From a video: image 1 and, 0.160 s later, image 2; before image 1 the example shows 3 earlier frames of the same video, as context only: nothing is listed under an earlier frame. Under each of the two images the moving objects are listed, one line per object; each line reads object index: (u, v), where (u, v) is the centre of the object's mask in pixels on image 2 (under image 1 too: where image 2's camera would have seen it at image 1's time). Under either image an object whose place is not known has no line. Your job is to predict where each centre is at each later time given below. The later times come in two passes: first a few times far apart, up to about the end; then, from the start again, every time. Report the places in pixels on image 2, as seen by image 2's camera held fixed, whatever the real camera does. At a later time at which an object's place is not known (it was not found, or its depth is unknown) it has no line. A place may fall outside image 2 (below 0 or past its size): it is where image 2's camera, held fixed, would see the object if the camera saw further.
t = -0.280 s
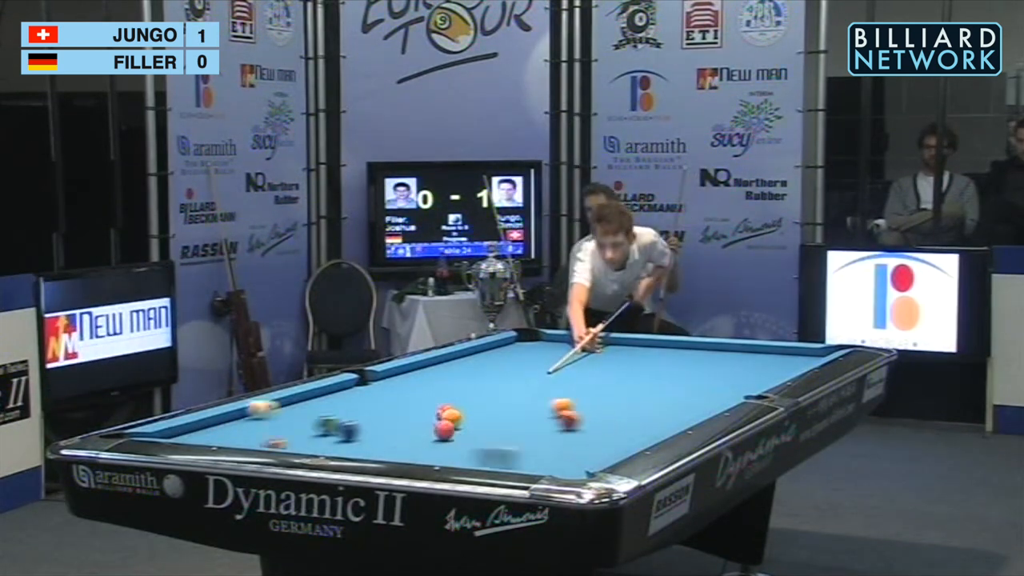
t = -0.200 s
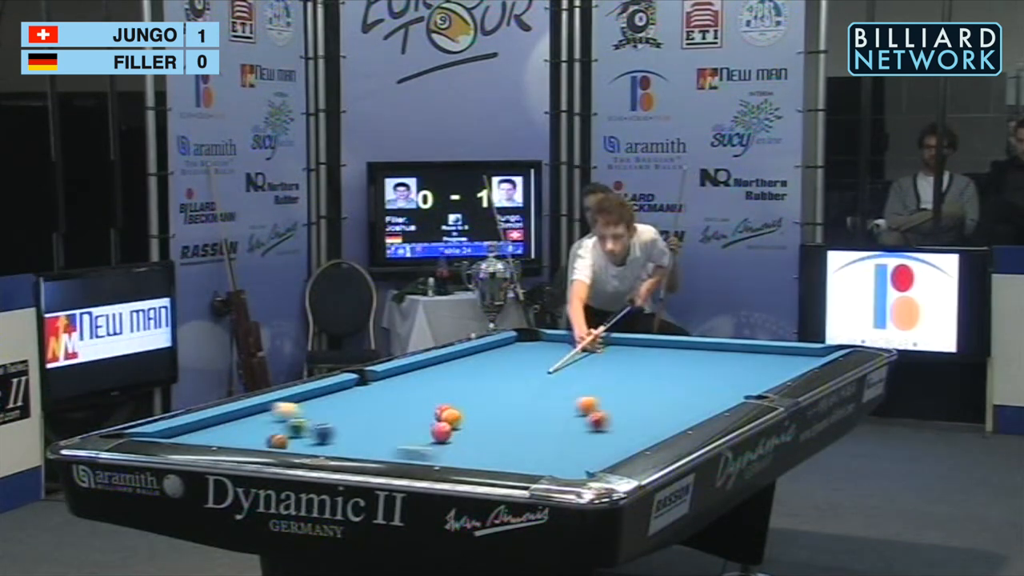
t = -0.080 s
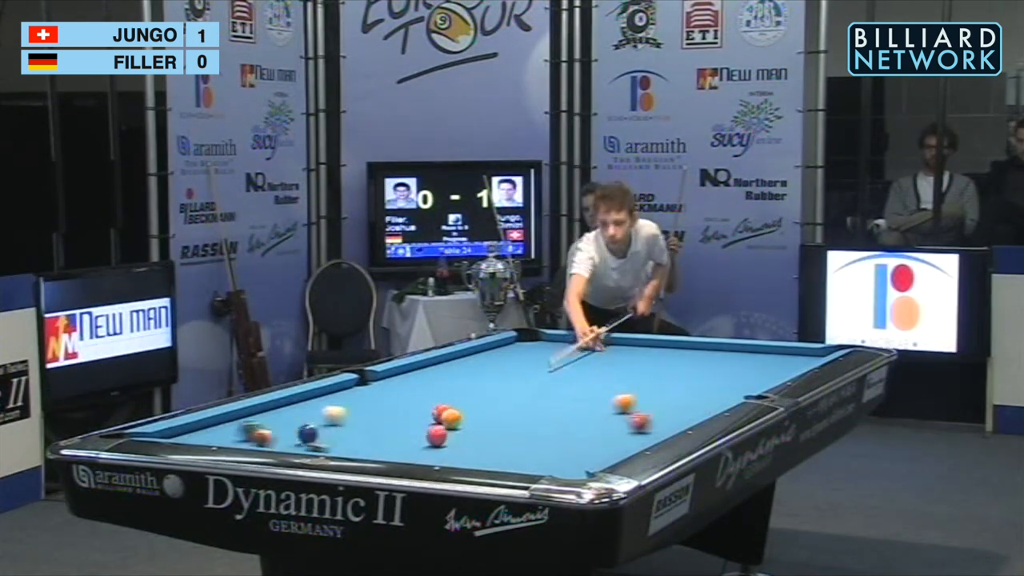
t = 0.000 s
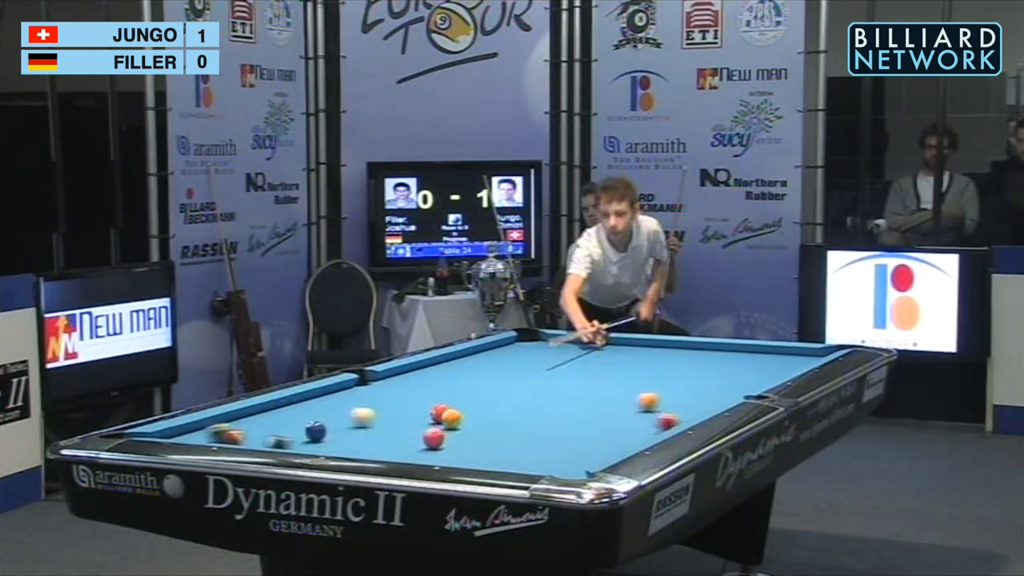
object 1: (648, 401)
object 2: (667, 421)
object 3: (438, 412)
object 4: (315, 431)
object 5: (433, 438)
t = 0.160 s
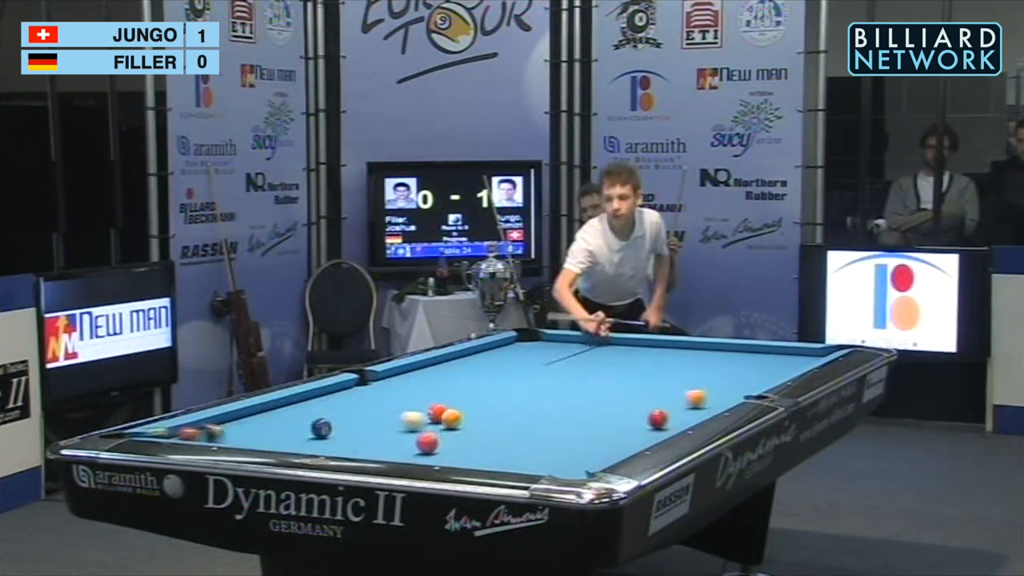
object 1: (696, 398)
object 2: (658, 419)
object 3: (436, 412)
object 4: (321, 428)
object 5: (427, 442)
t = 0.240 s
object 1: (718, 396)
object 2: (646, 416)
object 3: (436, 408)
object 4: (323, 426)
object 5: (424, 445)
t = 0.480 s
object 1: (728, 390)
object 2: (614, 409)
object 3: (433, 412)
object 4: (328, 422)
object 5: (415, 451)
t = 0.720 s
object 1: (716, 382)
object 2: (585, 403)
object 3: (432, 412)
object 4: (397, 418)
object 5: (406, 455)
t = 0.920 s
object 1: (707, 377)
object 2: (562, 397)
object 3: (449, 406)
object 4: (429, 415)
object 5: (409, 455)
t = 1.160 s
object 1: (696, 370)
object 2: (537, 392)
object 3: (476, 404)
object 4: (458, 412)
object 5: (422, 454)
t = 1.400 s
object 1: (688, 365)
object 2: (514, 386)
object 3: (501, 400)
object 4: (478, 417)
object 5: (433, 453)
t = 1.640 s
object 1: (679, 359)
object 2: (491, 382)
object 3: (525, 396)
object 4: (501, 416)
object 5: (443, 452)
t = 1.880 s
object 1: (671, 354)
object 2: (472, 377)
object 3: (546, 393)
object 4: (523, 417)
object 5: (453, 450)
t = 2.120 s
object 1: (664, 350)
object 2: (453, 373)
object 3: (567, 389)
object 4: (543, 417)
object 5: (461, 449)
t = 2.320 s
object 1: (659, 347)
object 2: (439, 370)
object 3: (581, 387)
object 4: (558, 417)
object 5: (466, 447)
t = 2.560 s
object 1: (653, 343)
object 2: (424, 367)
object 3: (599, 384)
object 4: (575, 417)
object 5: (472, 445)
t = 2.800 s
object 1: (645, 341)
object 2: (426, 365)
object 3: (615, 381)
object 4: (591, 418)
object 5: (477, 445)
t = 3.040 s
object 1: (628, 341)
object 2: (440, 364)
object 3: (630, 378)
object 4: (606, 418)
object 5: (482, 444)
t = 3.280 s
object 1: (613, 342)
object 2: (453, 363)
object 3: (644, 376)
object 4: (619, 418)
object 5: (485, 444)
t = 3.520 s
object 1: (598, 343)
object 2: (465, 363)
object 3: (657, 374)
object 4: (631, 418)
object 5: (487, 443)
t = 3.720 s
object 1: (587, 343)
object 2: (474, 363)
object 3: (666, 372)
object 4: (640, 419)
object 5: (487, 443)
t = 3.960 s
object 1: (575, 344)
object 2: (483, 363)
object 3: (677, 371)
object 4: (649, 419)
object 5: (487, 443)
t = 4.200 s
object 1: (565, 344)
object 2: (491, 362)
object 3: (687, 369)
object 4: (657, 419)
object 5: (487, 443)
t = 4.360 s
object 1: (558, 343)
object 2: (496, 361)
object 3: (693, 368)
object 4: (662, 419)
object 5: (487, 443)
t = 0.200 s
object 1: (707, 398)
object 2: (652, 418)
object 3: (437, 409)
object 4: (322, 427)
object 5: (426, 444)
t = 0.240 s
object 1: (718, 396)
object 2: (646, 416)
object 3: (436, 408)
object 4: (323, 426)
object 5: (424, 445)
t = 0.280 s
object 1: (730, 394)
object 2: (640, 415)
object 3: (435, 412)
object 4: (323, 426)
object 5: (422, 446)
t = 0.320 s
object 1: (737, 393)
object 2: (635, 414)
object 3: (434, 412)
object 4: (325, 425)
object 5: (421, 447)
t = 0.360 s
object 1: (734, 392)
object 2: (630, 413)
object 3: (434, 412)
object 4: (326, 424)
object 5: (419, 449)
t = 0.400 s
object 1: (732, 392)
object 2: (625, 412)
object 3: (434, 412)
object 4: (326, 424)
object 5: (418, 449)
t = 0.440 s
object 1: (729, 391)
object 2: (619, 411)
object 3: (433, 412)
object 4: (327, 423)
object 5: (416, 450)
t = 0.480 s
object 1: (728, 390)
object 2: (614, 409)
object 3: (433, 412)
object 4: (328, 422)
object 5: (415, 451)
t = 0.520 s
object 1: (726, 389)
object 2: (609, 408)
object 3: (433, 412)
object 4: (336, 422)
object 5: (413, 452)
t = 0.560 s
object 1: (724, 387)
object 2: (604, 407)
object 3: (432, 412)
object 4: (351, 420)
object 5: (412, 452)
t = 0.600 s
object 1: (722, 386)
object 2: (599, 406)
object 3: (432, 412)
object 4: (364, 420)
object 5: (411, 453)
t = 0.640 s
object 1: (720, 385)
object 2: (594, 405)
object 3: (432, 412)
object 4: (375, 418)
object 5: (409, 453)
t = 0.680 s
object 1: (718, 384)
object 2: (590, 403)
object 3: (432, 412)
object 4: (386, 417)
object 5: (408, 454)
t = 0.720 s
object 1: (716, 382)
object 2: (585, 403)
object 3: (432, 412)
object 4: (397, 418)
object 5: (406, 455)
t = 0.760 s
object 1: (714, 381)
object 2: (580, 401)
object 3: (432, 412)
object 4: (407, 416)
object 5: (405, 455)
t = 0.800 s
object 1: (712, 380)
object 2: (575, 400)
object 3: (433, 412)
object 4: (416, 415)
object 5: (404, 456)
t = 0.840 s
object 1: (711, 379)
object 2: (571, 400)
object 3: (437, 410)
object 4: (420, 415)
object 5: (404, 455)
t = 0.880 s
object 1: (709, 378)
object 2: (566, 399)
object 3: (443, 408)
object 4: (424, 415)
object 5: (406, 456)
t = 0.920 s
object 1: (707, 377)
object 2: (562, 397)
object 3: (449, 406)
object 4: (429, 415)
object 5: (409, 455)
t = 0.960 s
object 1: (705, 376)
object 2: (558, 396)
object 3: (455, 405)
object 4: (432, 415)
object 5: (411, 455)
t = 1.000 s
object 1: (704, 375)
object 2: (553, 396)
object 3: (459, 406)
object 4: (435, 415)
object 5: (413, 455)
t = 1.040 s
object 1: (702, 374)
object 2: (549, 395)
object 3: (464, 406)
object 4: (438, 414)
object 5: (416, 455)
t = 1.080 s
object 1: (700, 372)
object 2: (545, 393)
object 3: (468, 406)
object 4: (441, 413)
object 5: (418, 455)
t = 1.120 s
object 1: (698, 372)
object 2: (541, 393)
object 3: (472, 405)
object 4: (445, 410)
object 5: (420, 454)
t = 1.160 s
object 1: (696, 370)
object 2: (537, 392)
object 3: (476, 404)
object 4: (458, 412)
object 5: (422, 454)
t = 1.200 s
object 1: (695, 370)
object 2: (533, 391)
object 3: (480, 404)
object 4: (462, 413)
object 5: (423, 454)
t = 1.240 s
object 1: (694, 368)
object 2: (529, 390)
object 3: (484, 403)
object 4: (465, 415)
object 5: (426, 454)
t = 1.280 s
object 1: (692, 367)
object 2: (525, 389)
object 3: (489, 403)
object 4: (468, 416)
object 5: (427, 454)
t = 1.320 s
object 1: (691, 367)
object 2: (521, 388)
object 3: (493, 402)
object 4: (471, 416)
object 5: (429, 453)
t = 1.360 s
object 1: (689, 365)
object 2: (517, 387)
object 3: (496, 401)
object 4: (475, 416)
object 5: (431, 453)
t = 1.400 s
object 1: (688, 365)
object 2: (514, 386)
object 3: (501, 400)
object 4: (478, 417)
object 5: (433, 453)
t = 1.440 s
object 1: (687, 364)
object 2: (510, 385)
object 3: (505, 400)
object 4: (482, 416)
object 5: (435, 453)
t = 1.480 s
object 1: (685, 363)
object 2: (505, 383)
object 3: (509, 399)
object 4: (486, 416)
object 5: (437, 453)
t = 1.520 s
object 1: (683, 362)
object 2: (502, 383)
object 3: (513, 398)
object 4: (490, 416)
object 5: (438, 453)
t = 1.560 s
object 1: (682, 361)
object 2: (499, 383)
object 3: (517, 397)
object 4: (493, 416)
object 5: (440, 452)
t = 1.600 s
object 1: (681, 360)
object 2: (495, 382)
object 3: (521, 397)
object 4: (497, 416)
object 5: (442, 452)
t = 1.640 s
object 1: (679, 359)
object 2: (491, 382)
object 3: (525, 396)
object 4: (501, 416)
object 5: (443, 452)
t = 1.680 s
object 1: (678, 358)
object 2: (488, 381)
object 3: (528, 396)
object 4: (505, 416)
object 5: (445, 452)
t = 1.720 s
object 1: (676, 358)
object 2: (485, 379)
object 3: (532, 395)
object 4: (509, 416)
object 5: (447, 451)
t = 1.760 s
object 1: (675, 356)
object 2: (482, 379)
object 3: (535, 394)
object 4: (512, 417)
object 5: (449, 451)
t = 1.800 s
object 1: (674, 356)
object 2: (478, 379)
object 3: (539, 394)
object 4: (515, 416)
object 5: (450, 451)
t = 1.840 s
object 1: (673, 355)
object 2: (475, 378)
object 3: (543, 393)
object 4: (519, 417)
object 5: (451, 450)
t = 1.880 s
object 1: (671, 354)
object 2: (472, 377)
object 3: (546, 393)
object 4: (523, 417)
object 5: (453, 450)
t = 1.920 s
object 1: (670, 353)
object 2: (469, 377)
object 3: (550, 392)
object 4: (526, 416)
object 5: (454, 450)
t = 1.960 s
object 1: (669, 353)
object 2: (466, 376)
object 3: (553, 391)
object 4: (529, 417)
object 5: (456, 450)
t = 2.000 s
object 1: (668, 352)
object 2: (462, 375)
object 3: (556, 391)
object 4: (533, 417)
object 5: (457, 449)
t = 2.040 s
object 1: (666, 351)
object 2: (459, 374)
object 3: (559, 391)
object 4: (536, 417)
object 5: (458, 449)
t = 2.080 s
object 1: (666, 350)
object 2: (457, 374)
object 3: (563, 390)
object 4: (539, 417)
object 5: (460, 449)
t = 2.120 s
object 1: (664, 350)
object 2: (453, 373)
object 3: (567, 389)
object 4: (543, 417)
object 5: (461, 449)
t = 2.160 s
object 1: (663, 349)
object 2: (450, 373)
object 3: (570, 389)
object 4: (546, 417)
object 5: (462, 448)
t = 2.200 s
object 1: (662, 348)
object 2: (447, 372)
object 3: (572, 388)
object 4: (549, 417)
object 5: (463, 448)
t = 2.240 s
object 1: (661, 348)
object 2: (445, 371)
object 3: (575, 388)
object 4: (552, 417)
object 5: (464, 448)
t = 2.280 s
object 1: (660, 348)
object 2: (442, 370)
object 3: (578, 387)
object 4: (555, 417)
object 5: (465, 447)
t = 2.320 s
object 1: (659, 347)
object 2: (439, 370)
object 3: (581, 387)
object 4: (558, 417)
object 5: (466, 447)
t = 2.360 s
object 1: (658, 346)
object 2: (436, 369)
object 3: (585, 386)
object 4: (561, 417)
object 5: (468, 447)
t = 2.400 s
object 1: (657, 345)
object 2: (434, 368)
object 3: (588, 386)
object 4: (564, 417)
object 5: (469, 446)
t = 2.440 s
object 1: (656, 345)
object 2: (431, 368)
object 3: (590, 385)
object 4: (566, 417)
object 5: (470, 446)
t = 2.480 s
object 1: (655, 344)
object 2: (429, 368)
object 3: (593, 384)
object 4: (569, 417)
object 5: (471, 446)
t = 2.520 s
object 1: (654, 344)
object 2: (426, 366)
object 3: (596, 384)
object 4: (573, 417)
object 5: (472, 446)
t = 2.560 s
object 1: (653, 343)
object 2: (424, 367)
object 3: (599, 384)
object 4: (575, 417)
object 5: (472, 445)
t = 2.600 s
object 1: (652, 342)
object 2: (422, 366)
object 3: (602, 383)
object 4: (578, 418)
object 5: (473, 445)
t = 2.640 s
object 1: (651, 342)
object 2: (419, 365)
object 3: (604, 383)
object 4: (581, 418)
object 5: (474, 445)
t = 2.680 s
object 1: (650, 341)
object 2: (418, 365)
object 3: (607, 382)
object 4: (583, 418)
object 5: (475, 445)
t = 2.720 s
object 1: (650, 341)
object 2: (421, 365)
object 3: (610, 382)
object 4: (586, 418)
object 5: (476, 445)
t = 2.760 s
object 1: (647, 340)
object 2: (423, 365)
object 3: (612, 381)
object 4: (588, 418)
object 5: (477, 445)
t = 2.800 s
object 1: (645, 341)
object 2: (426, 365)
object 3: (615, 381)
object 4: (591, 418)
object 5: (477, 445)
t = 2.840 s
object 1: (642, 341)
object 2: (429, 364)
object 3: (618, 380)
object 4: (594, 418)
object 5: (478, 444)
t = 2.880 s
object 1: (639, 341)
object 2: (431, 364)
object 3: (621, 380)
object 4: (596, 418)
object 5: (479, 444)
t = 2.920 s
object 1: (636, 341)
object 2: (433, 364)
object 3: (623, 380)
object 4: (599, 418)
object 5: (480, 444)
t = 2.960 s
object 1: (633, 341)
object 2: (436, 364)
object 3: (626, 379)
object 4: (601, 418)
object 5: (480, 444)
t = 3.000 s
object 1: (631, 341)
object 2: (438, 364)
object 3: (628, 379)
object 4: (603, 418)
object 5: (481, 444)
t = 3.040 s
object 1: (628, 341)
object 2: (440, 364)
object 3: (630, 378)
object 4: (606, 418)
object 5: (482, 444)
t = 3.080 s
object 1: (626, 341)
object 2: (442, 364)
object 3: (633, 378)
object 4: (608, 418)
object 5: (482, 444)
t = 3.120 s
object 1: (623, 342)
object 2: (444, 364)
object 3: (635, 378)
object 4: (610, 418)
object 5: (482, 444)
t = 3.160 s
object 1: (620, 342)
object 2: (447, 364)
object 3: (637, 377)
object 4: (612, 418)
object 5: (483, 444)
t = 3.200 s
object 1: (618, 342)
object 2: (449, 363)
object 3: (640, 377)
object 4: (615, 418)
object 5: (484, 444)
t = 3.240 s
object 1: (615, 342)
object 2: (451, 363)
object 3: (642, 376)
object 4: (617, 418)
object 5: (484, 444)
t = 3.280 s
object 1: (613, 342)
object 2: (453, 363)
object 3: (644, 376)
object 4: (619, 418)
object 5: (485, 444)
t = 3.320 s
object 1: (610, 342)
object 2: (455, 363)
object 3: (647, 375)
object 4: (621, 418)
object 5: (485, 443)
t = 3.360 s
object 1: (608, 342)
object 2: (457, 363)
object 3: (649, 375)
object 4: (623, 418)
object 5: (485, 443)
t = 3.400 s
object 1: (605, 342)
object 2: (460, 363)
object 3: (651, 375)
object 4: (625, 418)
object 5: (486, 443)
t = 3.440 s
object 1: (603, 342)
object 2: (461, 363)
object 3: (653, 375)
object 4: (627, 418)
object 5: (486, 443)
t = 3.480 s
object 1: (600, 342)
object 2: (463, 363)
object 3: (655, 374)
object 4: (629, 418)
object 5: (486, 443)
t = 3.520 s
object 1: (598, 343)
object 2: (465, 363)
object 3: (657, 374)
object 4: (631, 418)
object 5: (487, 443)
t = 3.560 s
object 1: (596, 343)
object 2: (467, 363)
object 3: (659, 373)
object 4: (633, 418)
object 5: (487, 443)
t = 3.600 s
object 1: (594, 343)
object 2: (469, 363)
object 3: (661, 373)
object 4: (635, 418)
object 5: (487, 443)
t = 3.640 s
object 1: (591, 343)
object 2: (470, 363)
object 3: (663, 373)
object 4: (636, 418)
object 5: (487, 443)
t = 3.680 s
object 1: (589, 343)
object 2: (472, 363)
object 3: (664, 373)
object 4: (638, 418)
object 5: (487, 443)
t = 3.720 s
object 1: (587, 343)
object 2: (474, 363)
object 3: (666, 372)
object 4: (640, 419)
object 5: (487, 443)
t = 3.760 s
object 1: (585, 343)
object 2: (475, 363)
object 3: (668, 372)
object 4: (642, 418)
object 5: (487, 443)
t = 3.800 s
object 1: (583, 343)
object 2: (477, 363)
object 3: (670, 372)
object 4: (643, 418)
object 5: (487, 443)
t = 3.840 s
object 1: (581, 343)
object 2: (479, 362)
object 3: (672, 372)
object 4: (645, 418)
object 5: (487, 443)
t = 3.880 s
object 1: (579, 343)
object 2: (480, 362)
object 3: (673, 371)
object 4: (646, 418)
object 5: (487, 443)
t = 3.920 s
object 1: (577, 344)
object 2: (482, 362)
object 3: (675, 371)
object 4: (648, 418)
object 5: (487, 443)
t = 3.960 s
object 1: (575, 344)
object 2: (483, 363)
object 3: (677, 371)
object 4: (649, 419)
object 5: (487, 443)
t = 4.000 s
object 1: (574, 344)
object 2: (485, 362)
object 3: (679, 370)
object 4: (650, 419)
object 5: (487, 443)
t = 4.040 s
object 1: (572, 344)
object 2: (486, 362)
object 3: (680, 370)
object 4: (652, 419)
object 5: (487, 443)
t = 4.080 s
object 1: (570, 344)
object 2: (487, 362)
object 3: (682, 370)
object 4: (653, 419)
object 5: (487, 443)
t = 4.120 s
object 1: (568, 344)
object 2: (489, 362)
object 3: (684, 369)
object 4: (655, 419)
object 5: (487, 443)
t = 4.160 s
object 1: (566, 344)
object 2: (490, 362)
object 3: (685, 369)
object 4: (656, 419)
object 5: (487, 443)
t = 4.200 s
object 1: (565, 344)
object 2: (491, 362)
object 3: (687, 369)
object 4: (657, 419)
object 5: (487, 443)
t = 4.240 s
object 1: (563, 344)
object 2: (492, 362)
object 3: (688, 369)
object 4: (658, 419)
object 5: (487, 443)
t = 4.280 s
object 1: (561, 344)
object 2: (493, 362)
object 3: (689, 369)
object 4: (660, 419)
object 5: (487, 443)
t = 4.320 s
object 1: (559, 344)
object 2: (494, 362)
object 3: (691, 368)
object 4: (661, 419)
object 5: (487, 443)
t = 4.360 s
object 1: (558, 343)
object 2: (496, 361)
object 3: (693, 368)
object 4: (662, 419)
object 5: (487, 443)
